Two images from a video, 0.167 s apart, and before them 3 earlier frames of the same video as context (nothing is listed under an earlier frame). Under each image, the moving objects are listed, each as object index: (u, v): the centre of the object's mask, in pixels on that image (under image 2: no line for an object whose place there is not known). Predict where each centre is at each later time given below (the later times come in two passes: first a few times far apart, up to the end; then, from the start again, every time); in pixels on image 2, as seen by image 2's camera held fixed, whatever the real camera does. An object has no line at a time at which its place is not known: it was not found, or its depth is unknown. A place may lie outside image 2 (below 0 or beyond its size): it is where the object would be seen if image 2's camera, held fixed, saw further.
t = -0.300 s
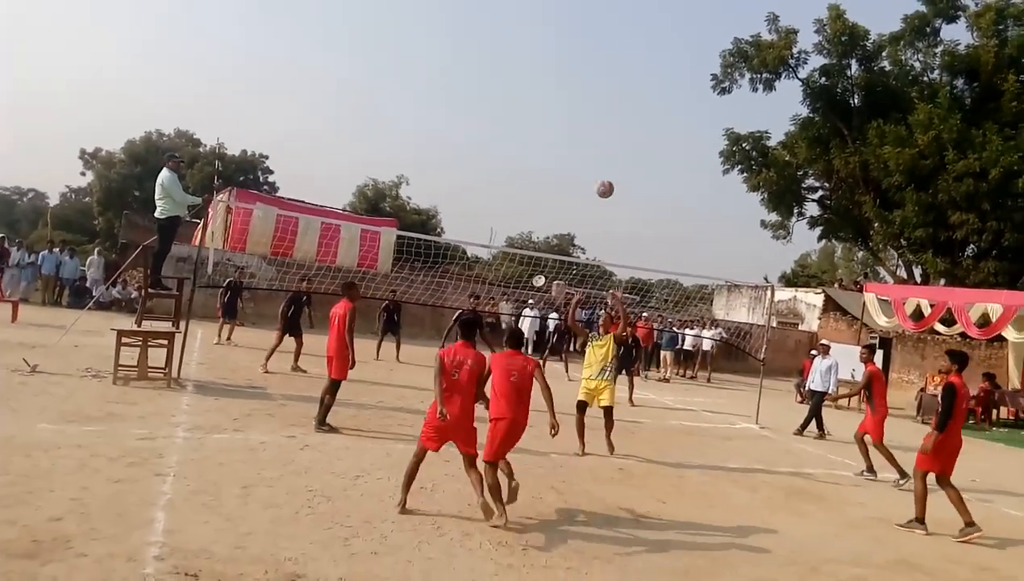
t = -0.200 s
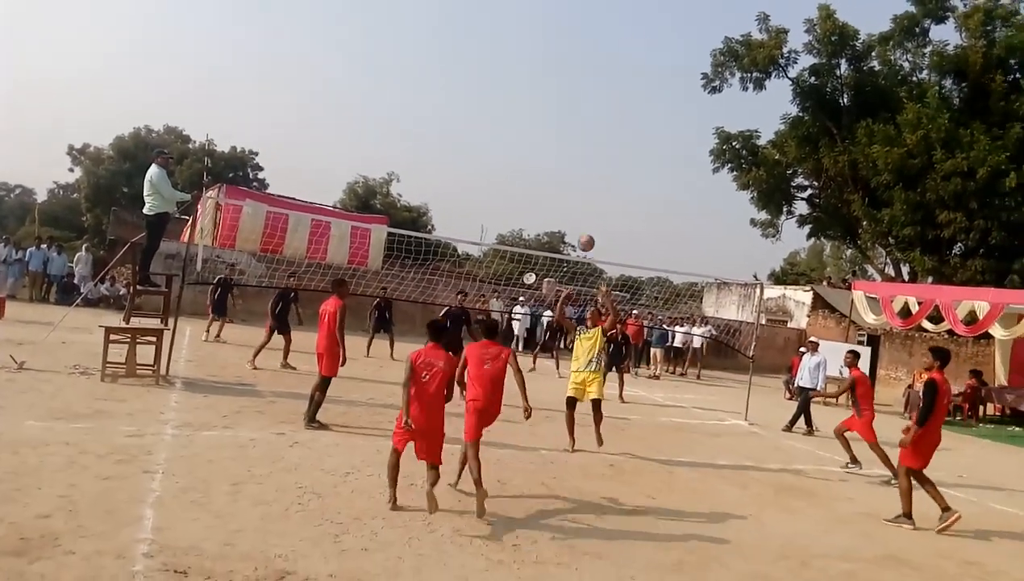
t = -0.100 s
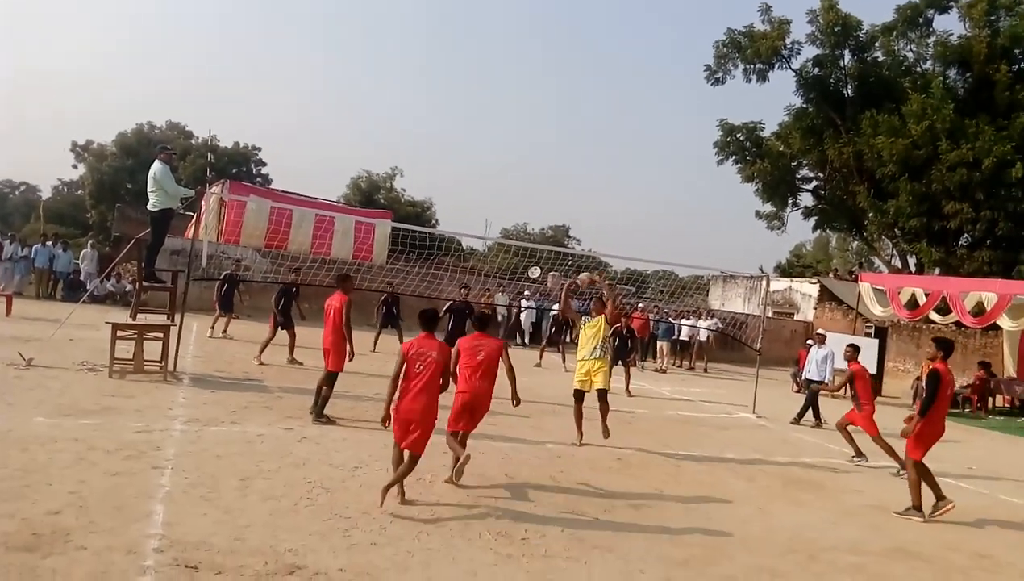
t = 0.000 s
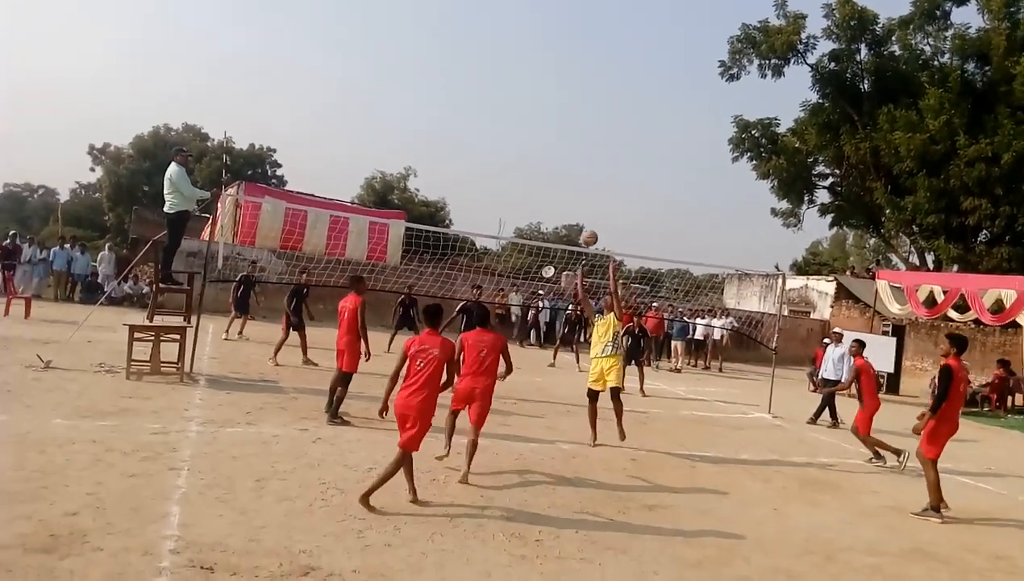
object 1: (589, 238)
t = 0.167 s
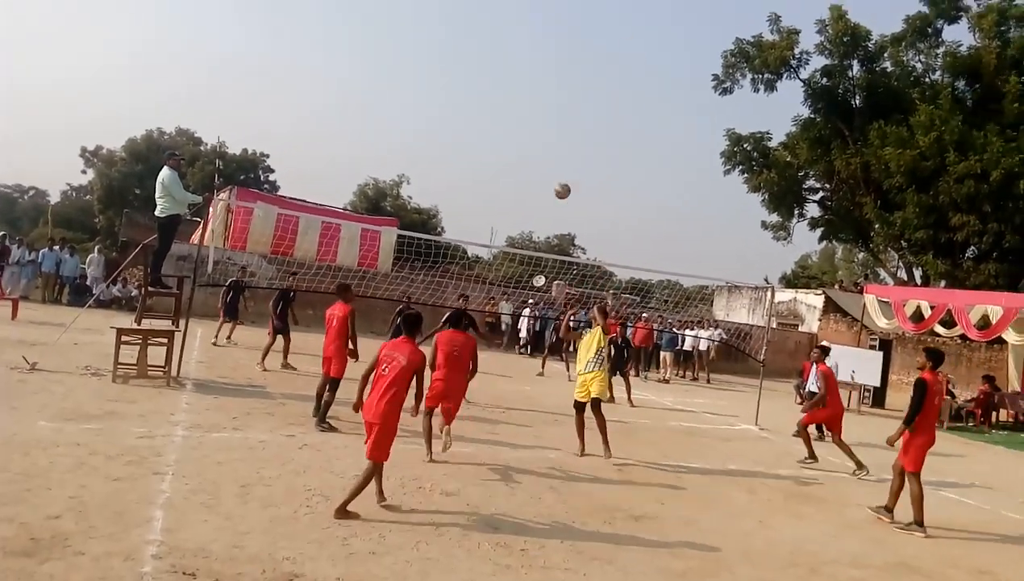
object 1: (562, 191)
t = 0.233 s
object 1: (554, 174)
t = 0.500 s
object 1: (515, 143)
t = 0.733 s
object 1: (480, 161)
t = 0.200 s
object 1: (558, 182)
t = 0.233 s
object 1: (554, 174)
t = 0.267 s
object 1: (549, 168)
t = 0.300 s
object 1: (544, 162)
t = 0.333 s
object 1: (540, 157)
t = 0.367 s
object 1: (534, 152)
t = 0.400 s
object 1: (529, 148)
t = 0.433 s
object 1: (524, 146)
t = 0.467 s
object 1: (520, 144)
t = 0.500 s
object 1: (515, 143)
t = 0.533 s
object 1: (511, 143)
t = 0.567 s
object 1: (509, 145)
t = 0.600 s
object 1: (506, 147)
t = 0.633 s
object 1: (500, 149)
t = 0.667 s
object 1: (493, 152)
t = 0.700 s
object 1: (486, 156)
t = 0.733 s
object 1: (480, 161)
